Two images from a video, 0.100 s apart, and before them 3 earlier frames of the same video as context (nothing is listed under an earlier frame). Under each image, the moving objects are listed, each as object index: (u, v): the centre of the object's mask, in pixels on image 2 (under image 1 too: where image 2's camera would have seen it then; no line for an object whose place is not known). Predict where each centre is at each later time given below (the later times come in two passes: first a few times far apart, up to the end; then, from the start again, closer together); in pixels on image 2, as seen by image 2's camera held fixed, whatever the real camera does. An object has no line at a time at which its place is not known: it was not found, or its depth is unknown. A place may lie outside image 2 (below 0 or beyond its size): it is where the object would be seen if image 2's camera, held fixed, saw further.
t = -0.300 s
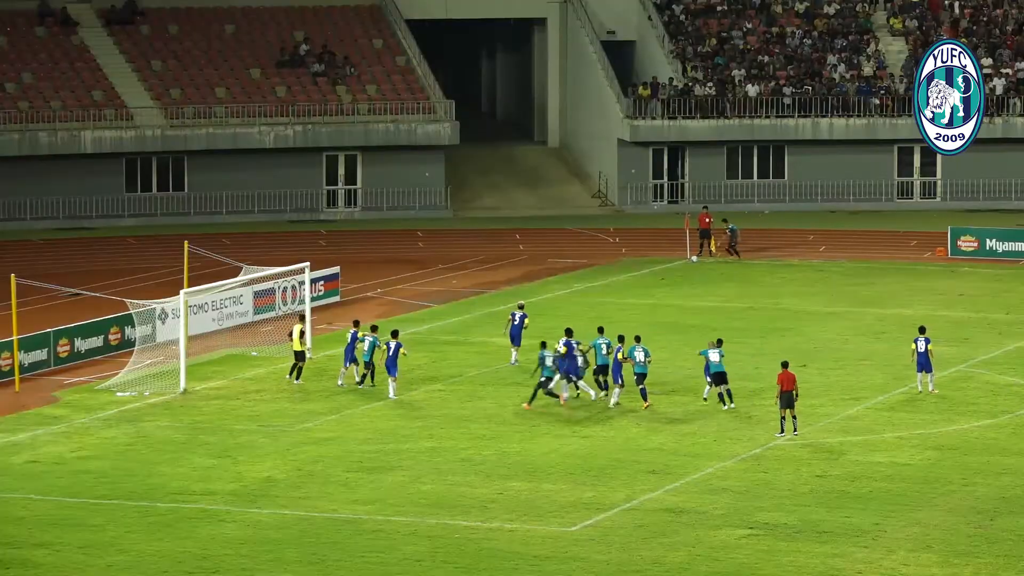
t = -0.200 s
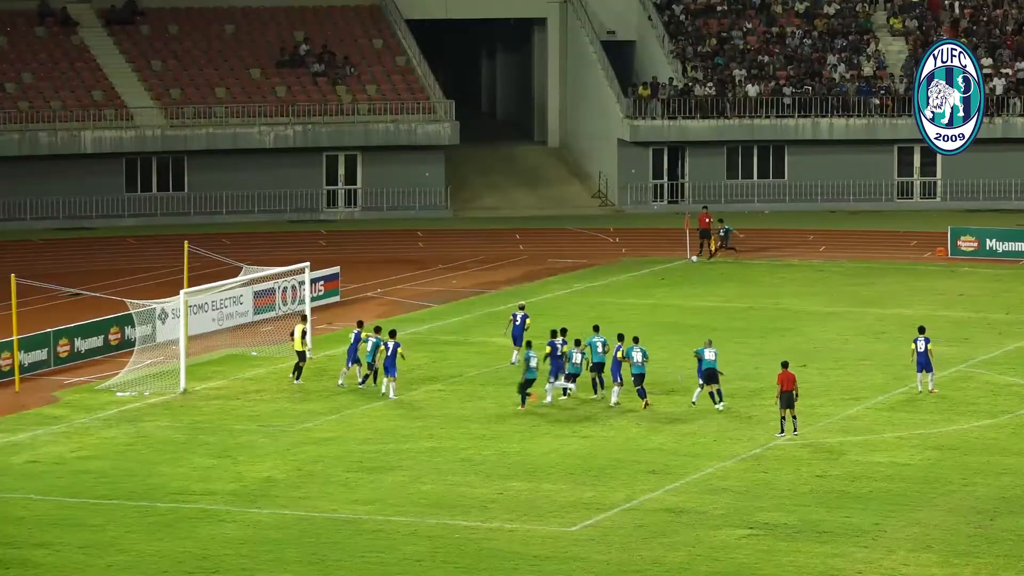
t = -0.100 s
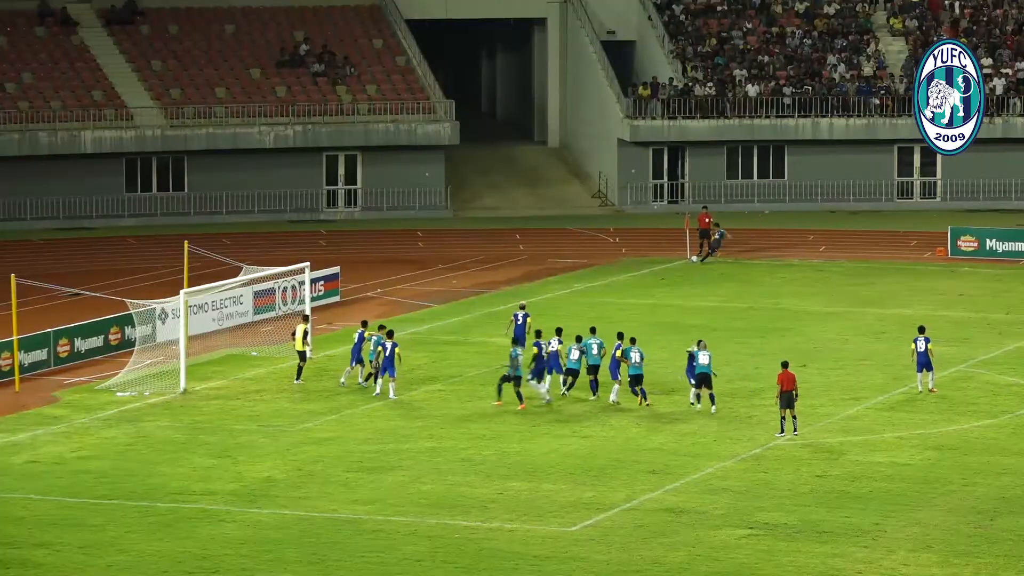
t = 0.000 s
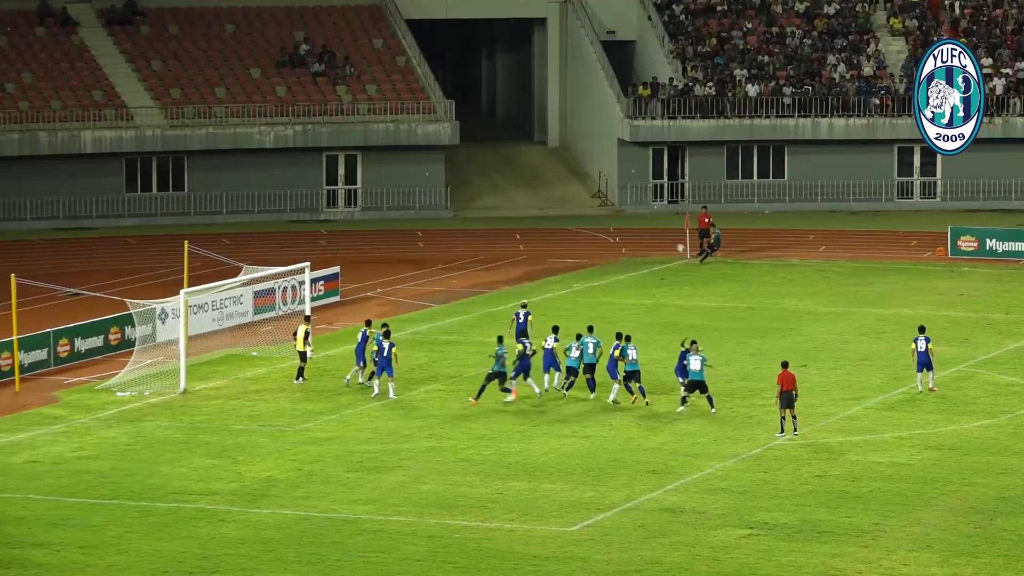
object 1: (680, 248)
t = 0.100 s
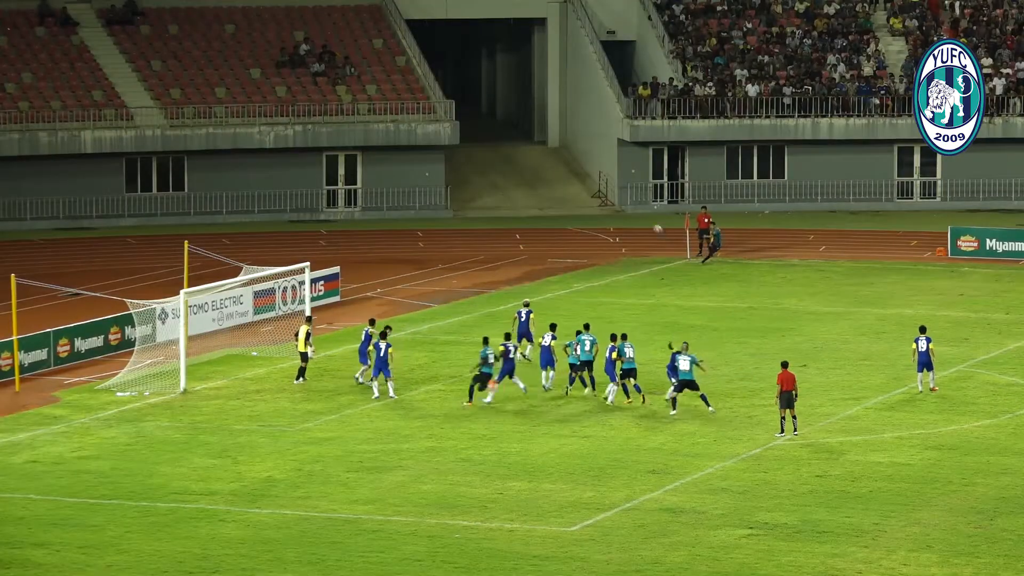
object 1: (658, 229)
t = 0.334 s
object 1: (615, 192)
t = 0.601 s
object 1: (580, 169)
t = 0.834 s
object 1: (564, 169)
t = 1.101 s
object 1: (557, 189)
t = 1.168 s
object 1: (557, 198)
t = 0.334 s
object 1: (615, 192)
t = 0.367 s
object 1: (609, 189)
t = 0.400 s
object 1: (605, 185)
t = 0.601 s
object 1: (580, 169)
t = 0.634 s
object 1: (578, 169)
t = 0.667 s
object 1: (575, 168)
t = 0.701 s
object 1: (573, 167)
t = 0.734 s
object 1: (571, 167)
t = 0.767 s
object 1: (568, 167)
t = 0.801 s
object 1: (566, 168)
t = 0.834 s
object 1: (564, 169)
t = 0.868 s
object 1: (563, 170)
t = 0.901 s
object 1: (561, 171)
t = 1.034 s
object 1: (558, 182)
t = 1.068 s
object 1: (557, 186)
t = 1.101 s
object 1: (557, 189)
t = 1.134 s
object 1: (557, 193)
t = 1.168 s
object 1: (557, 198)
